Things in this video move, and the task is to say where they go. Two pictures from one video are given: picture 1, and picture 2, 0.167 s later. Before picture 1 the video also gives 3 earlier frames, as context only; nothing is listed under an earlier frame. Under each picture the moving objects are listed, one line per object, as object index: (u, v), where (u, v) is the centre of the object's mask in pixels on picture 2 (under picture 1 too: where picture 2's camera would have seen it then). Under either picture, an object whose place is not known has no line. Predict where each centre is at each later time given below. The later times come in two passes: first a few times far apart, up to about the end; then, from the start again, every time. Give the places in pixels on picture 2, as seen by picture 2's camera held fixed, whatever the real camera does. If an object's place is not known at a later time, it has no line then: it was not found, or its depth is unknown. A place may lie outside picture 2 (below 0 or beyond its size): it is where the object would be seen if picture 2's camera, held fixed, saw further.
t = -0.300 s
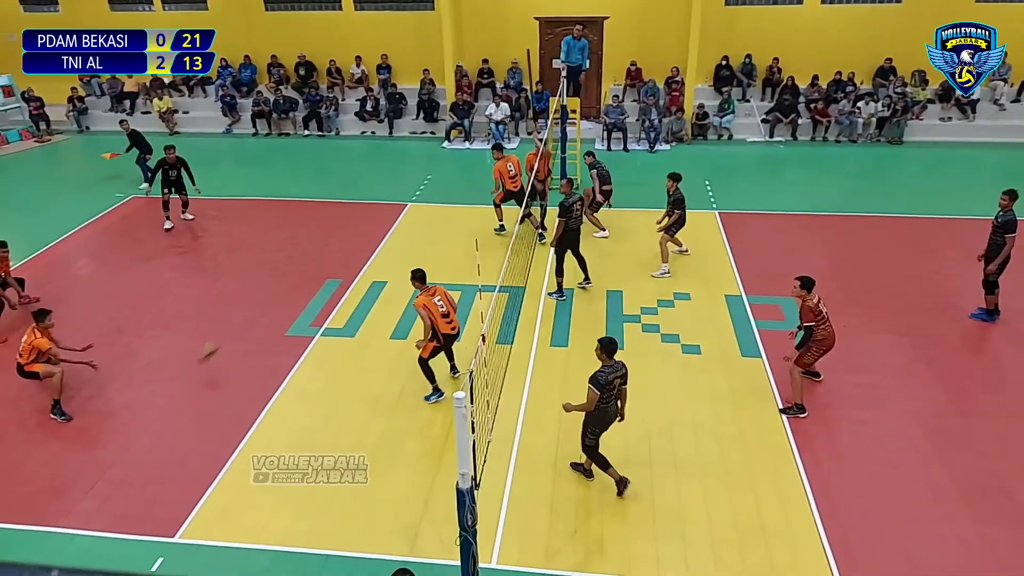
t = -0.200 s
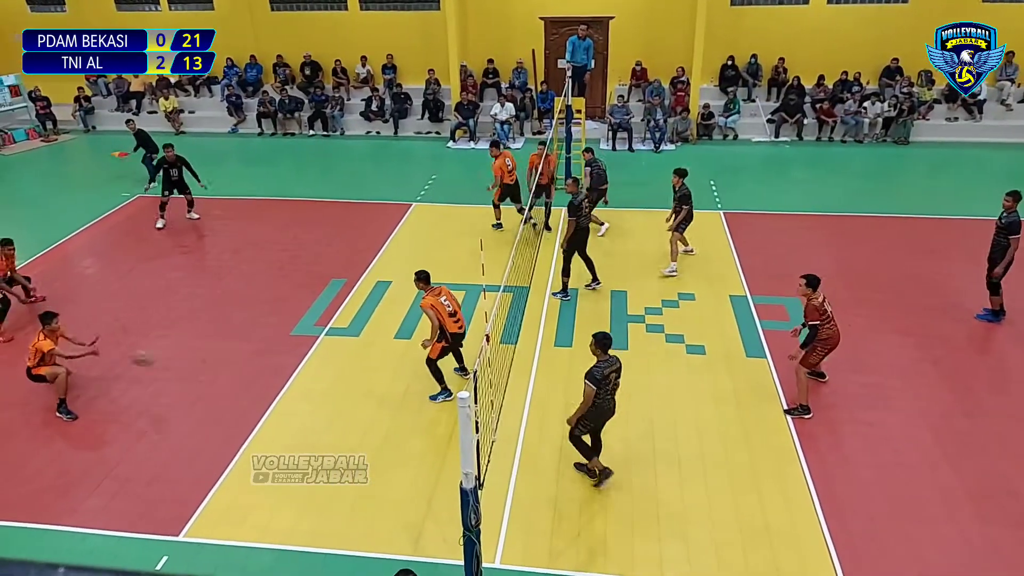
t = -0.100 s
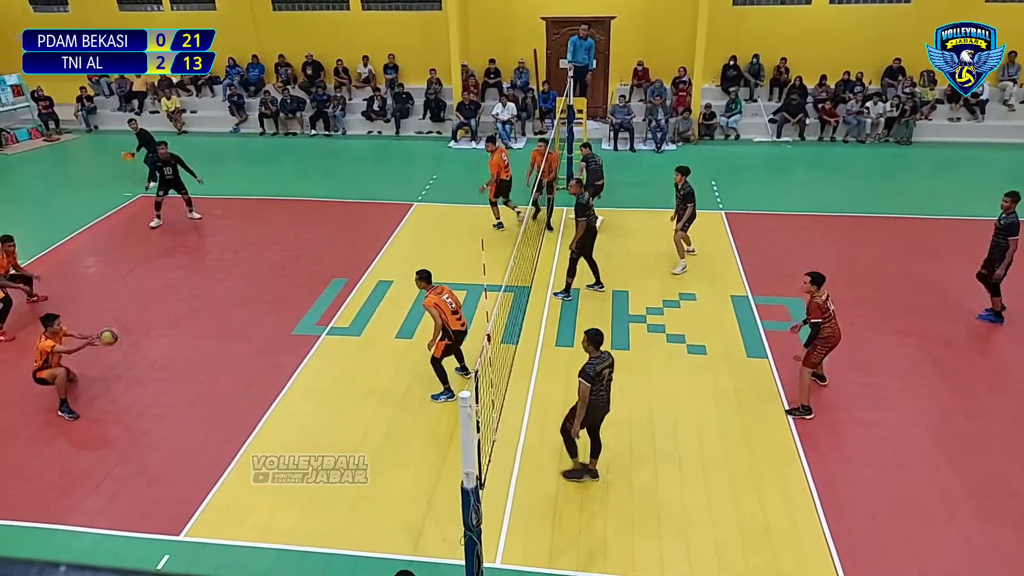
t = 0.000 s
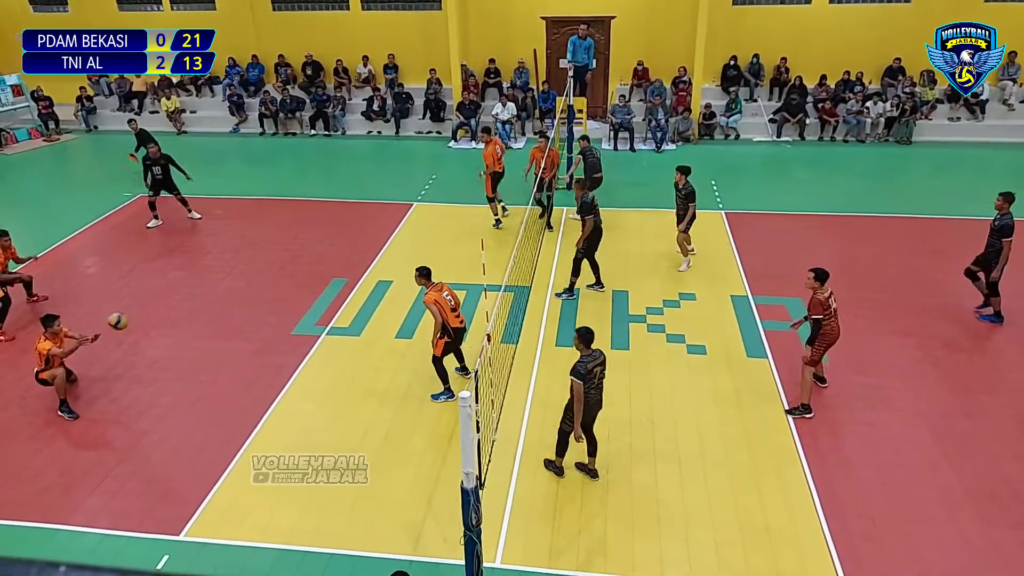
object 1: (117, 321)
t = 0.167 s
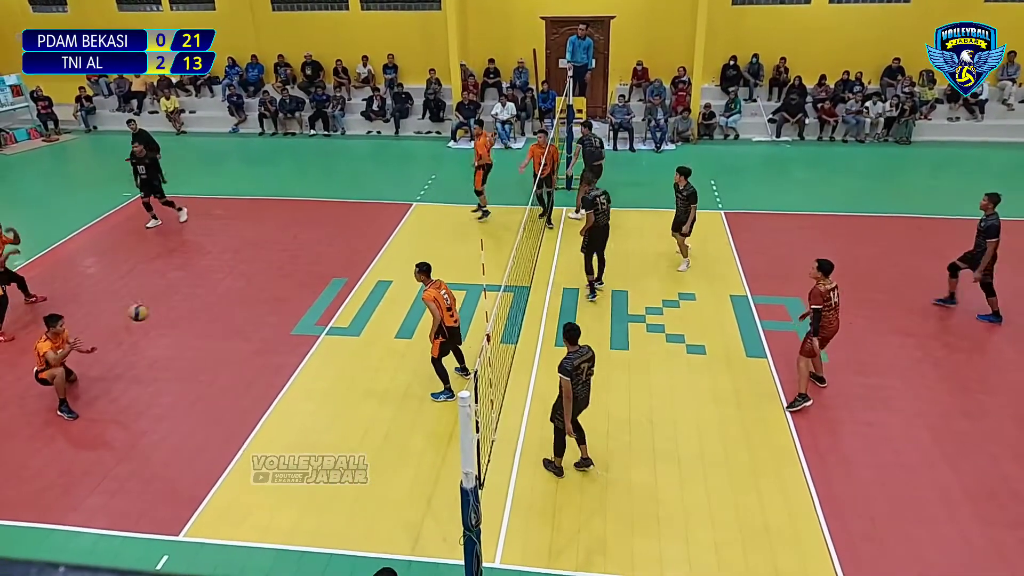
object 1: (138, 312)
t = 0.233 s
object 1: (148, 314)
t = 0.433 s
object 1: (182, 338)
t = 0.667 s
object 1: (216, 383)
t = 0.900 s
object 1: (194, 358)
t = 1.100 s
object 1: (181, 365)
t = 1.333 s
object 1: (174, 410)
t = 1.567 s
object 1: (159, 414)
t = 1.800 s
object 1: (144, 419)
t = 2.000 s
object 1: (140, 454)
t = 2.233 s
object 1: (126, 459)
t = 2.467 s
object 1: (116, 478)
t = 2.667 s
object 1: (109, 501)
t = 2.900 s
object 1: (92, 513)
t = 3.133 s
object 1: (81, 536)
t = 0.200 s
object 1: (143, 313)
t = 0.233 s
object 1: (148, 314)
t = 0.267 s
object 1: (153, 316)
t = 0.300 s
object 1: (159, 317)
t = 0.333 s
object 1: (166, 323)
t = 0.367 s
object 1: (170, 328)
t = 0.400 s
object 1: (176, 332)
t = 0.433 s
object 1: (182, 338)
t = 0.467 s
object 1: (187, 344)
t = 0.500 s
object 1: (195, 352)
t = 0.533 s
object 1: (201, 360)
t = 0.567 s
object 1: (207, 367)
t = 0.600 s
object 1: (215, 377)
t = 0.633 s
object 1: (220, 388)
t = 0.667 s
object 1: (216, 383)
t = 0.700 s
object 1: (214, 377)
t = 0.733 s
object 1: (209, 372)
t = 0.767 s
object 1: (206, 368)
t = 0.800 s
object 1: (203, 364)
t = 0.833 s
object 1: (200, 361)
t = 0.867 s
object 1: (197, 359)
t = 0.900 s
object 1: (194, 358)
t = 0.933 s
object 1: (192, 357)
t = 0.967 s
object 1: (189, 356)
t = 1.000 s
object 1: (187, 357)
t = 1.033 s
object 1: (185, 359)
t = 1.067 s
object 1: (182, 361)
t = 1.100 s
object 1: (181, 365)
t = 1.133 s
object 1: (179, 369)
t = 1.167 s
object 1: (179, 373)
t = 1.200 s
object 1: (177, 379)
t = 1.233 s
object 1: (176, 385)
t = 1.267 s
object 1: (175, 393)
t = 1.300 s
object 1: (174, 400)
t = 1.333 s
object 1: (174, 410)
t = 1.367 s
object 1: (175, 420)
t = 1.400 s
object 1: (176, 430)
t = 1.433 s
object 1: (171, 428)
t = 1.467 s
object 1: (166, 424)
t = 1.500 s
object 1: (164, 419)
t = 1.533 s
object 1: (161, 416)
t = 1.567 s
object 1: (159, 414)
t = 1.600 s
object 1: (156, 412)
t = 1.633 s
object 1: (153, 411)
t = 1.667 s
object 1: (151, 411)
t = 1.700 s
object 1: (149, 411)
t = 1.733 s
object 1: (147, 413)
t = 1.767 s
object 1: (145, 415)
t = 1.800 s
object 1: (144, 419)
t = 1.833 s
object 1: (143, 423)
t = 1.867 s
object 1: (142, 426)
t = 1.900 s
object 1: (142, 432)
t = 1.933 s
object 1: (142, 438)
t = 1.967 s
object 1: (140, 445)
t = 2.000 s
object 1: (140, 454)
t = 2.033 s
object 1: (141, 464)
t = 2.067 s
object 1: (141, 470)
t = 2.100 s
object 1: (137, 466)
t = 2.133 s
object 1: (134, 462)
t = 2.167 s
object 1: (130, 460)
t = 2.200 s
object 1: (128, 459)
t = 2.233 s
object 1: (126, 459)
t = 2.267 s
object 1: (124, 459)
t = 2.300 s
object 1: (122, 461)
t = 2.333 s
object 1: (121, 462)
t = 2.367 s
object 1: (119, 465)
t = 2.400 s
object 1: (118, 468)
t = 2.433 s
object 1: (117, 472)
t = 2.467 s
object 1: (116, 478)
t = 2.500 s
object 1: (116, 485)
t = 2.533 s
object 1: (117, 491)
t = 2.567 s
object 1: (117, 499)
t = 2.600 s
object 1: (116, 506)
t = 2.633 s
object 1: (112, 503)
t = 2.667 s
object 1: (109, 501)
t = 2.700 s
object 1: (105, 500)
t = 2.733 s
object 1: (102, 501)
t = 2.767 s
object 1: (100, 502)
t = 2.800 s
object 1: (97, 503)
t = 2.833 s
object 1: (96, 505)
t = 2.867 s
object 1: (94, 508)
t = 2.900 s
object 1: (92, 513)
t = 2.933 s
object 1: (90, 518)
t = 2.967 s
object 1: (89, 524)
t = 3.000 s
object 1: (89, 531)
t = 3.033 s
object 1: (90, 537)
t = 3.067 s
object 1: (87, 537)
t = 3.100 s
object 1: (84, 537)
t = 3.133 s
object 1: (81, 536)
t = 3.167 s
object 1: (76, 537)
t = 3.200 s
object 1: (74, 538)
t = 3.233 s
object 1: (74, 539)
